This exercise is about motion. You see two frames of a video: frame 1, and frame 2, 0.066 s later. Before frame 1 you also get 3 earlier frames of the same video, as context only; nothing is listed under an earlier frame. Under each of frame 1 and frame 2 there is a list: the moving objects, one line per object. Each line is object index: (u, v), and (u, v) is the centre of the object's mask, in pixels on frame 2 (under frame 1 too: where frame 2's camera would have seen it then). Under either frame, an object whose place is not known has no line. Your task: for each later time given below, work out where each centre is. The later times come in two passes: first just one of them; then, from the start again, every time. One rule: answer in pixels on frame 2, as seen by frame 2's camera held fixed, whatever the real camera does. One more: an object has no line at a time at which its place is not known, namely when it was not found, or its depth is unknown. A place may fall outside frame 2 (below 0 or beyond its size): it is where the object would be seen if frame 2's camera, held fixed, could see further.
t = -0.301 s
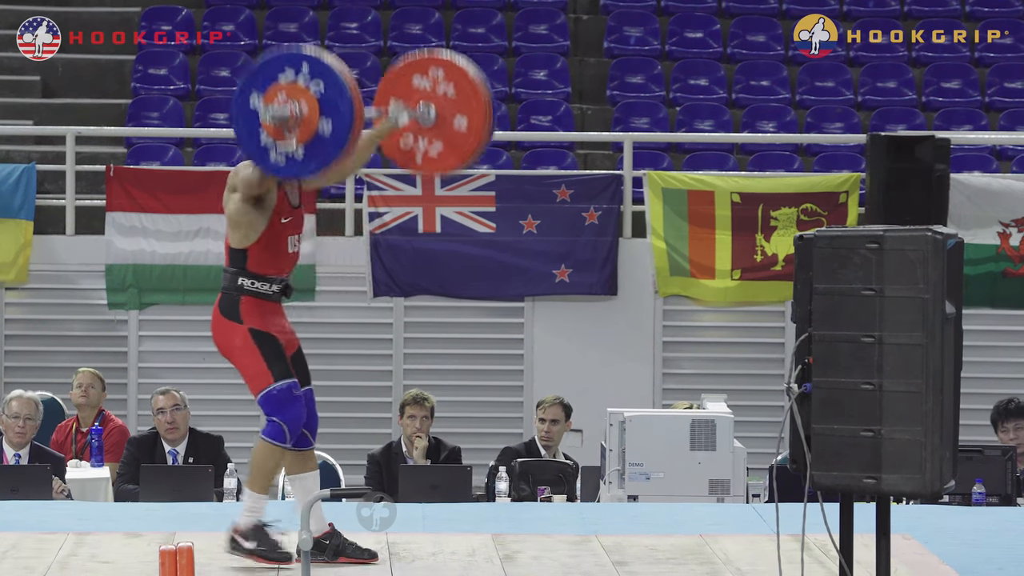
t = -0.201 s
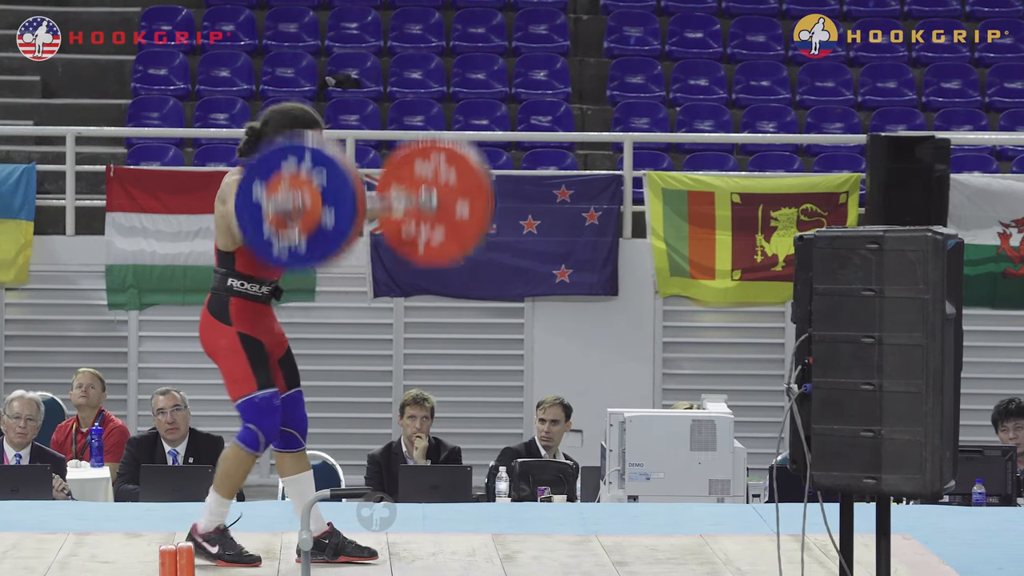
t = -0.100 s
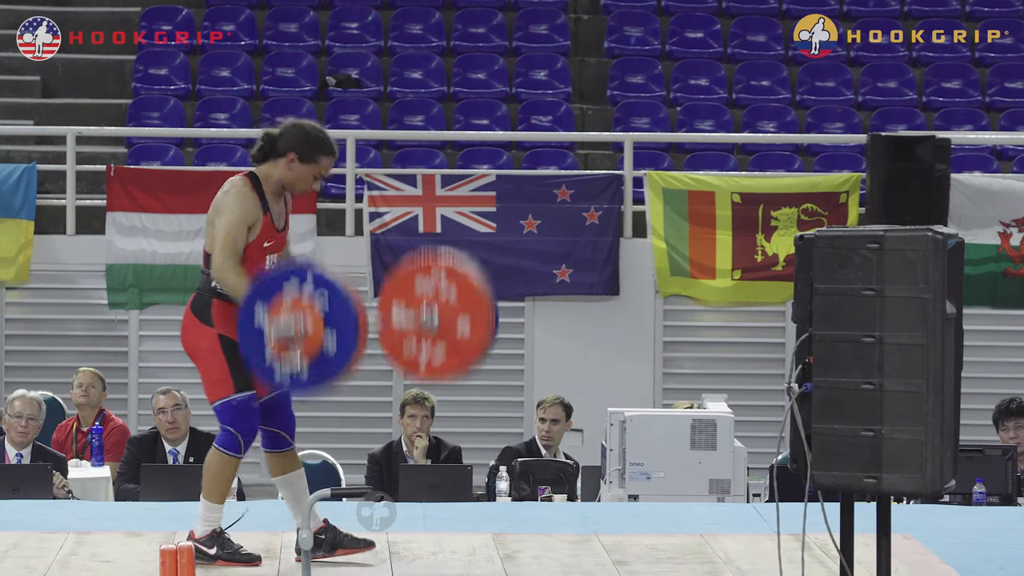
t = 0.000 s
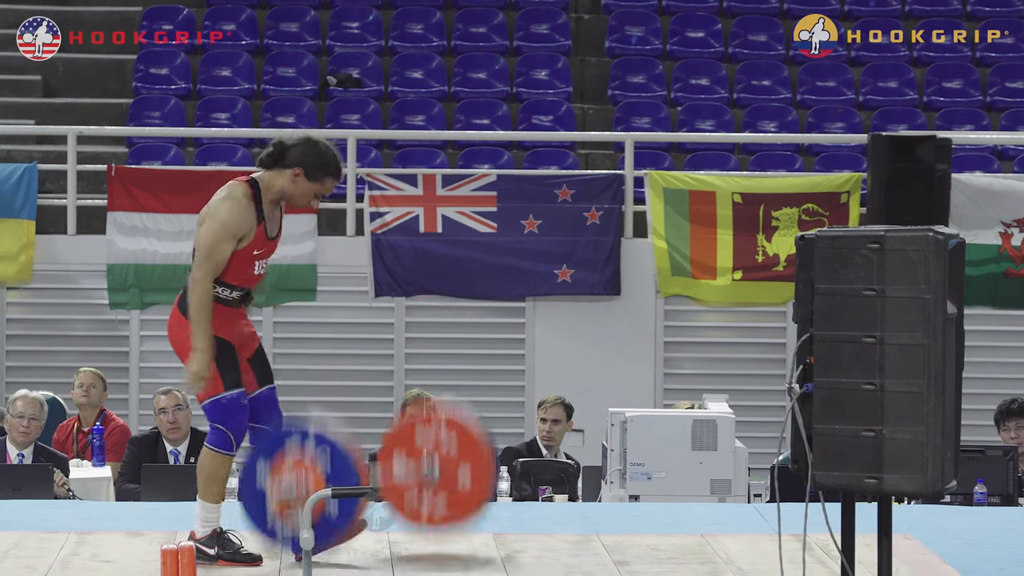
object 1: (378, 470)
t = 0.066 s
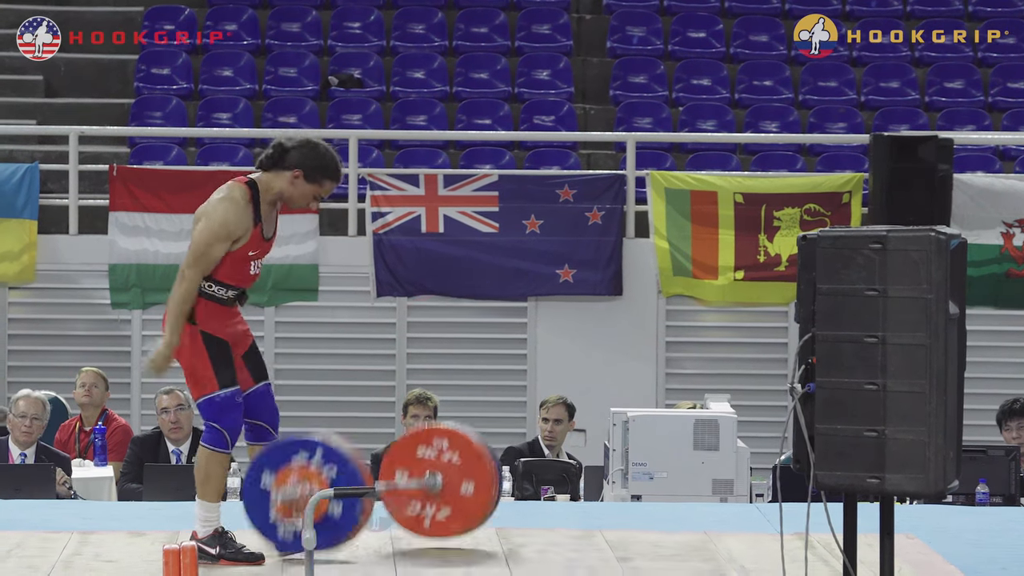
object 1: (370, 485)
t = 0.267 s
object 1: (375, 418)
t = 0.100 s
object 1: (374, 465)
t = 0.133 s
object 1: (373, 452)
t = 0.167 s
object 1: (373, 439)
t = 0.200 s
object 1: (374, 430)
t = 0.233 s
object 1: (375, 422)
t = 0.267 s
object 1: (375, 418)
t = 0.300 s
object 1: (375, 416)
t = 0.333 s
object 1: (373, 416)
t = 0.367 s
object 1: (374, 422)
